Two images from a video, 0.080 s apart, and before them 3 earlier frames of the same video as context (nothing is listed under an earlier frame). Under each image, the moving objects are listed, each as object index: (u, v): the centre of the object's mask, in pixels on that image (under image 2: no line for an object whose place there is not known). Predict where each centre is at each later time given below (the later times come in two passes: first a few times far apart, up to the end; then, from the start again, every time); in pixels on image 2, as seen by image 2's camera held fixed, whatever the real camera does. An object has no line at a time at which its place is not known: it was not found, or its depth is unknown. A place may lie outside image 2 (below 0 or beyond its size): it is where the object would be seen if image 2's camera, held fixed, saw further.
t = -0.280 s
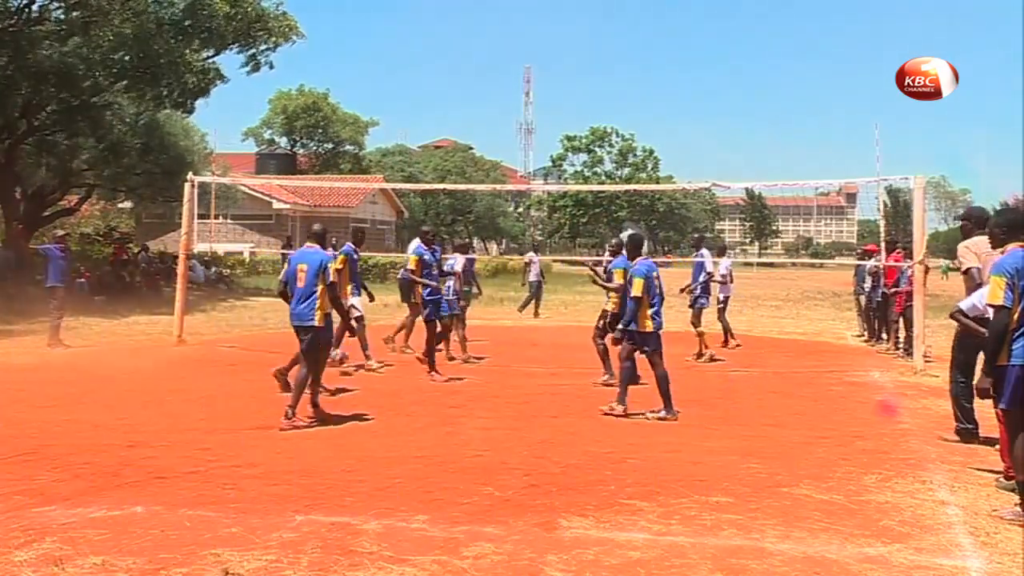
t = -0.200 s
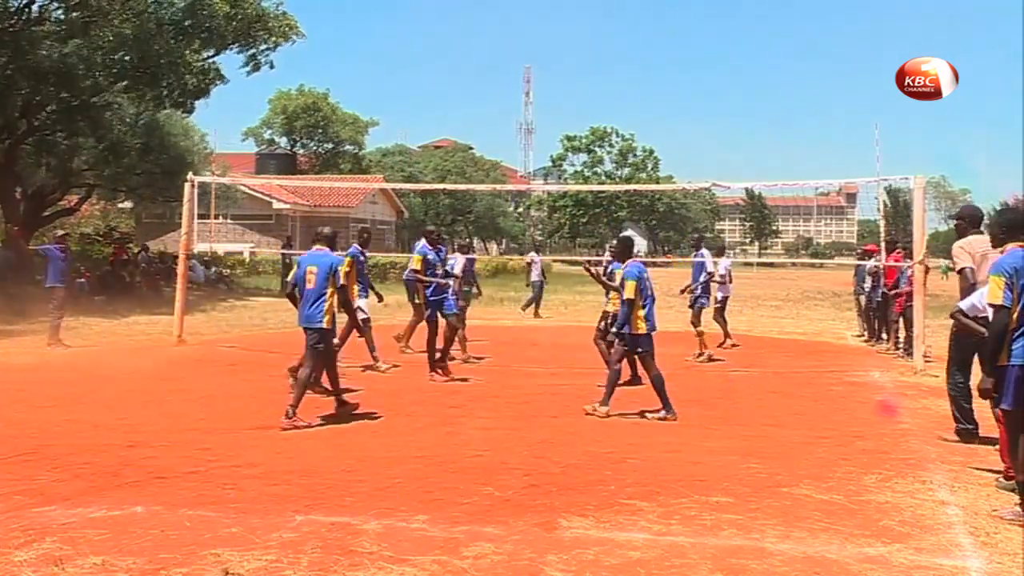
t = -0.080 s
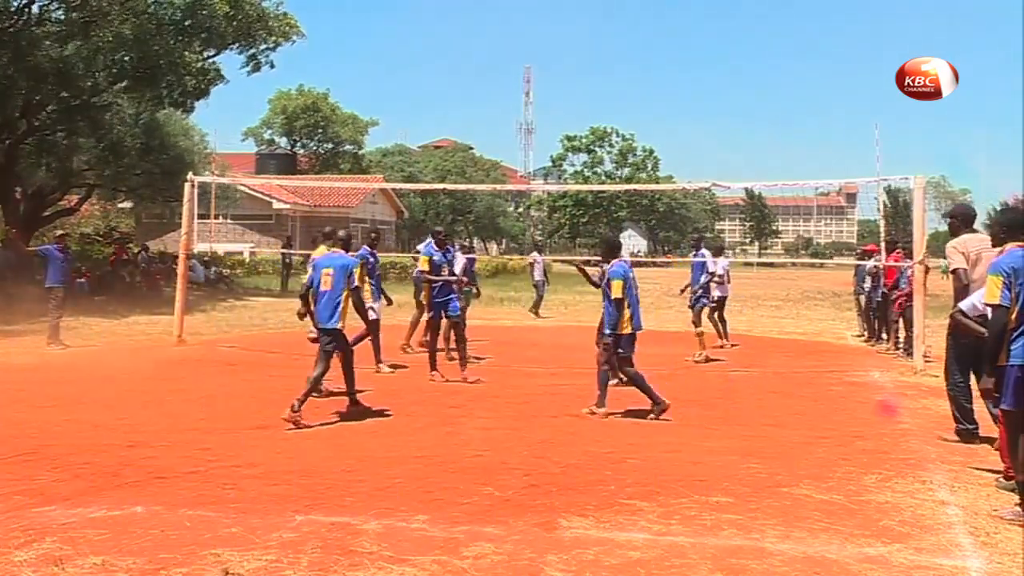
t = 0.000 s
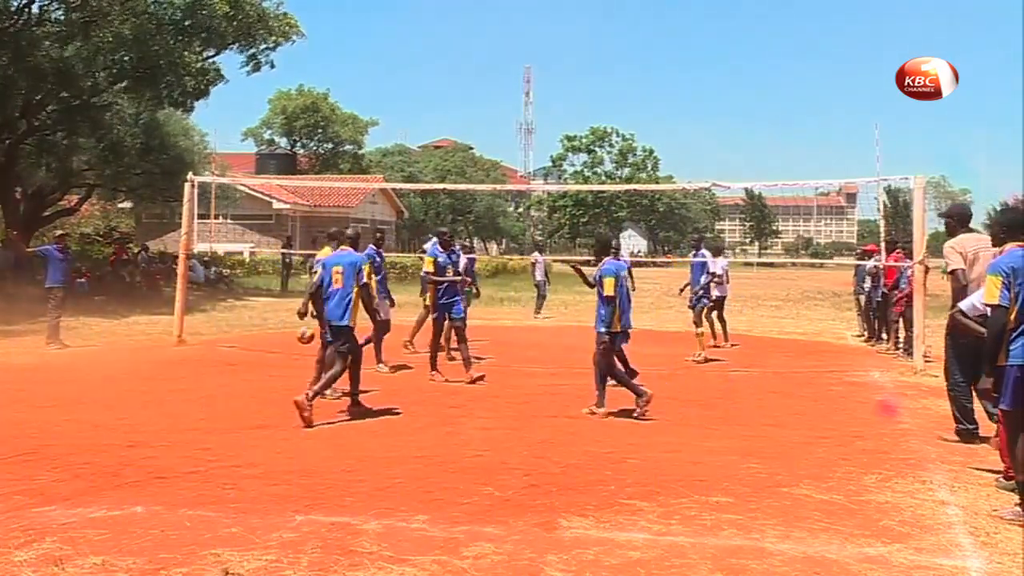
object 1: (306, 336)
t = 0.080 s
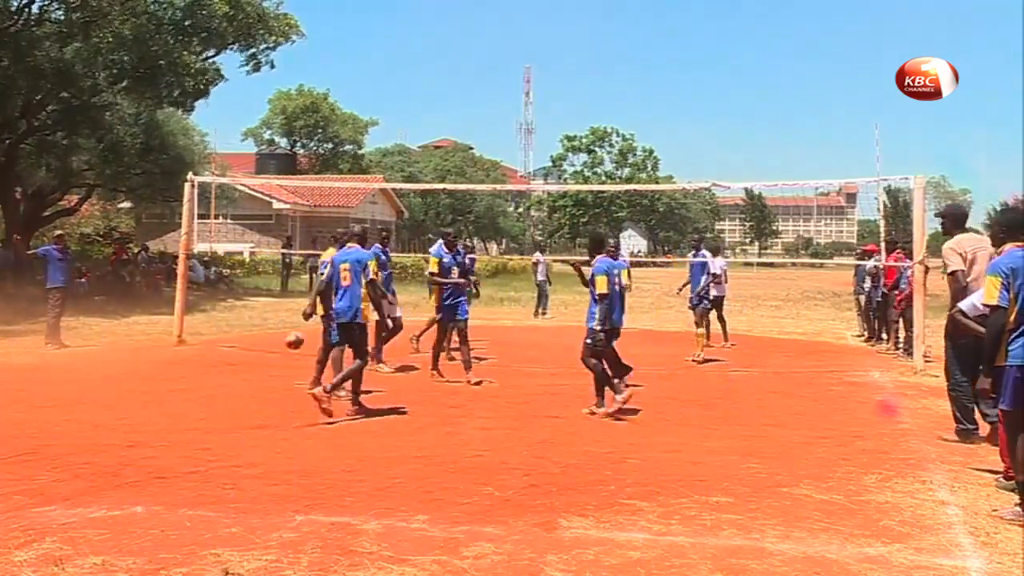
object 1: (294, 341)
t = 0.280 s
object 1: (263, 381)
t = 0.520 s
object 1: (228, 358)
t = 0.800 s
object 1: (179, 399)
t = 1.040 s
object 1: (135, 376)
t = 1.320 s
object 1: (73, 408)
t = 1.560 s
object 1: (16, 399)
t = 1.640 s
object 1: (5, 397)
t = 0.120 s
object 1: (288, 345)
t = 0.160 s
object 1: (282, 352)
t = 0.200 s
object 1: (277, 360)
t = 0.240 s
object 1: (270, 369)
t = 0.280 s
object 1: (263, 381)
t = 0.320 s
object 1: (258, 377)
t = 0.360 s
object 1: (252, 370)
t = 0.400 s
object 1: (247, 365)
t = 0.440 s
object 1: (240, 362)
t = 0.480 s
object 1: (234, 359)
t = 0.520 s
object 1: (228, 358)
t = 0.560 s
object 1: (222, 358)
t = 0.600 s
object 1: (215, 361)
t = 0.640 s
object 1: (208, 365)
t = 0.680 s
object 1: (202, 371)
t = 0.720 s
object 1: (195, 378)
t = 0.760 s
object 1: (188, 388)
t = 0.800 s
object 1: (179, 399)
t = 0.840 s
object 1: (172, 409)
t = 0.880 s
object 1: (166, 404)
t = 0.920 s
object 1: (158, 391)
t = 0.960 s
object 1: (150, 384)
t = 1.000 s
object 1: (142, 379)
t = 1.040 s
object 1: (135, 376)
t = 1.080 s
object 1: (127, 375)
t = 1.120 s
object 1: (119, 376)
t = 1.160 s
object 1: (111, 378)
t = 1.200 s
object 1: (101, 382)
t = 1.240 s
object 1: (92, 388)
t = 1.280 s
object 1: (83, 397)
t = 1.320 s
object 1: (73, 408)
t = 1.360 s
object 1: (63, 421)
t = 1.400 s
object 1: (53, 424)
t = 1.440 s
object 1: (44, 415)
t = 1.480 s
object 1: (35, 407)
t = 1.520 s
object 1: (25, 403)
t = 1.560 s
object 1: (16, 399)
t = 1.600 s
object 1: (10, 397)
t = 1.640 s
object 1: (5, 397)
